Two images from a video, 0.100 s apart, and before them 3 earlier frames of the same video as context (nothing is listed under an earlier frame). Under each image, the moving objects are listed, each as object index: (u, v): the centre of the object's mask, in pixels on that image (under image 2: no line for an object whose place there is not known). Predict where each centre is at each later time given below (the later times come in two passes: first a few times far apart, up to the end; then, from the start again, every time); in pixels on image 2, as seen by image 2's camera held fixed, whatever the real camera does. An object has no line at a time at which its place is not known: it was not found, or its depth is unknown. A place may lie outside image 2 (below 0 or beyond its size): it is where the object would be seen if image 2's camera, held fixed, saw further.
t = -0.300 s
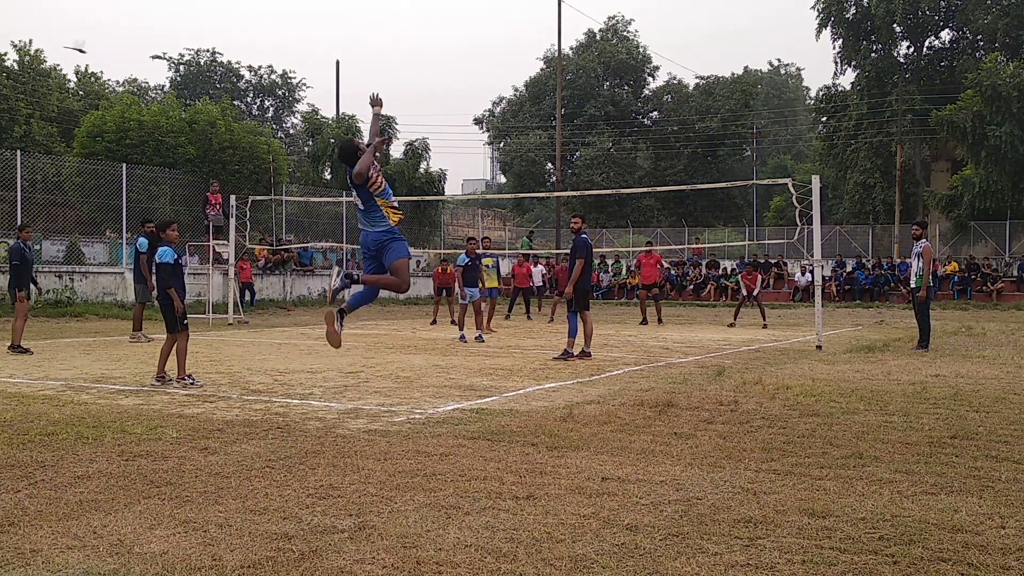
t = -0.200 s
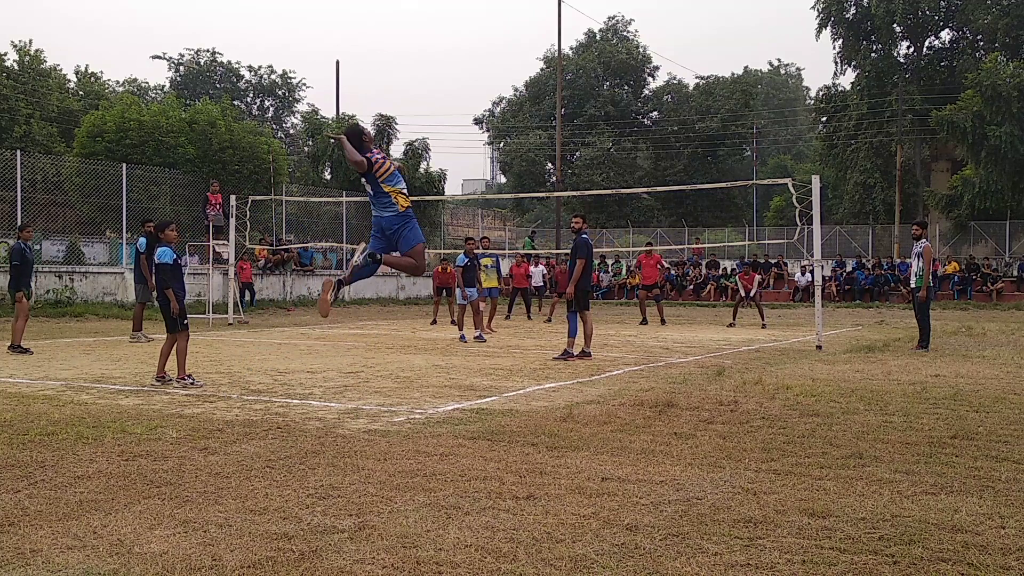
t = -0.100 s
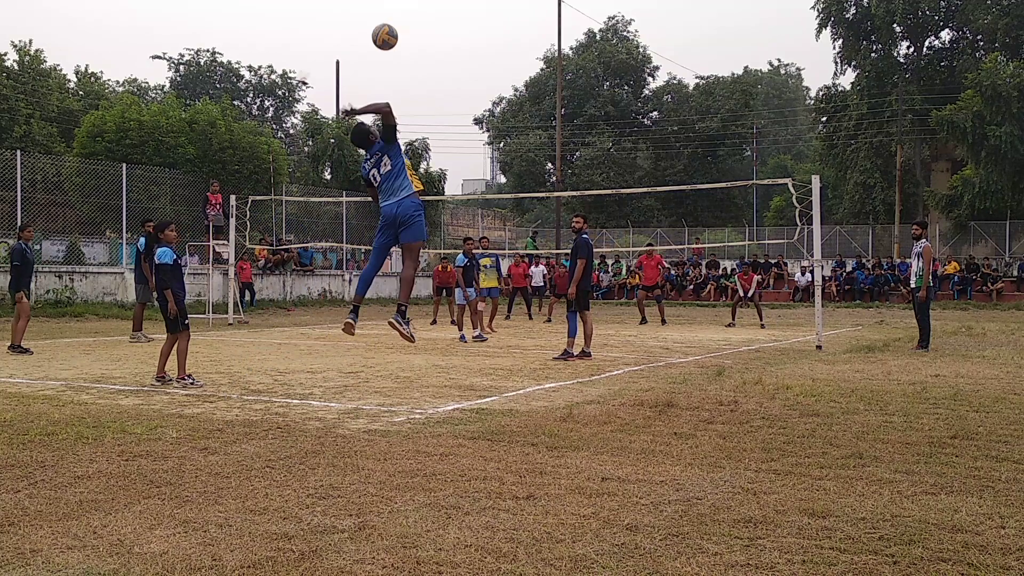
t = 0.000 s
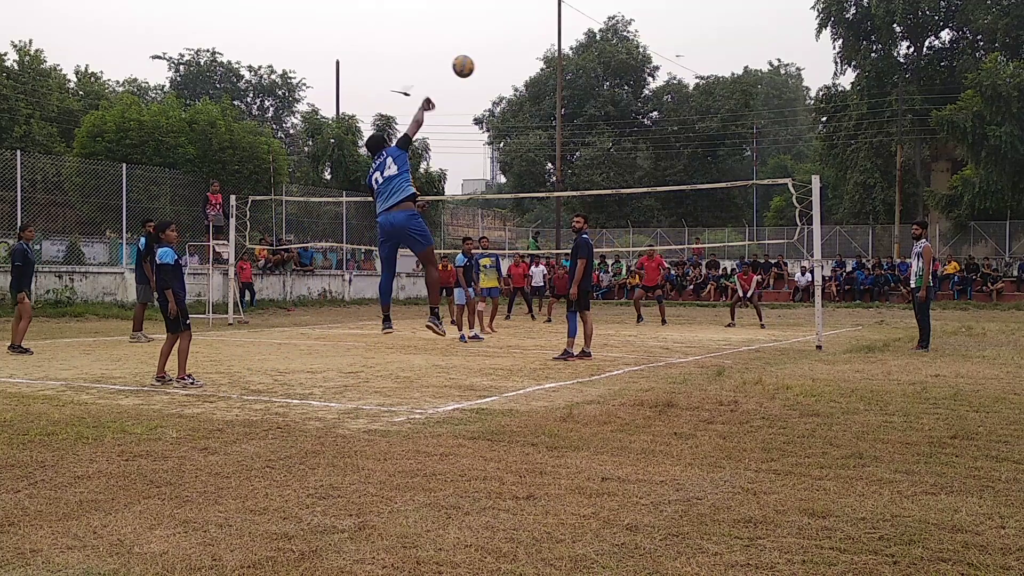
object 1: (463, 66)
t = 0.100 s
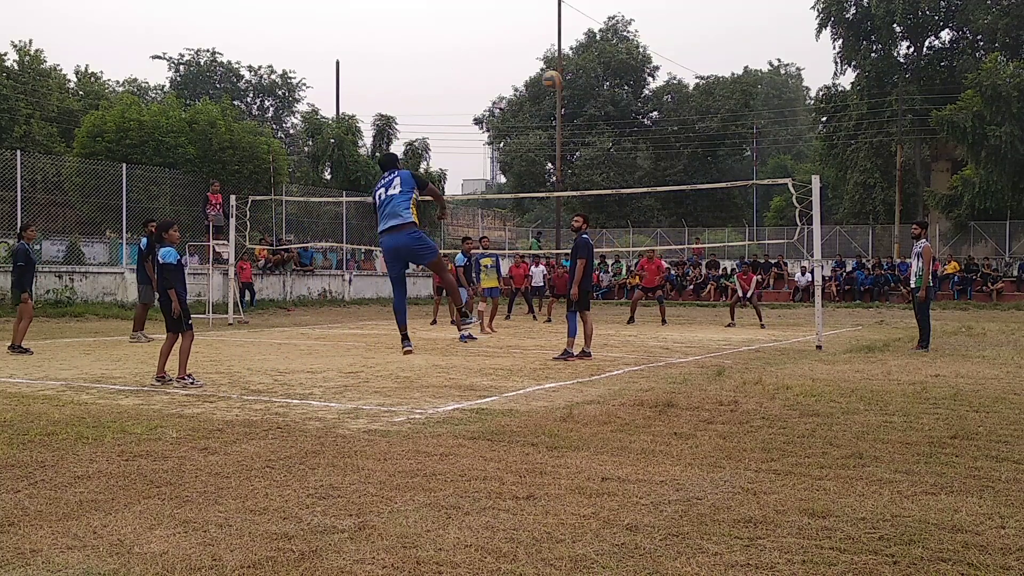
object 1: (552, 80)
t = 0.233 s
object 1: (626, 111)
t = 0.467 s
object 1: (696, 180)
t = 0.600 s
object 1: (720, 225)
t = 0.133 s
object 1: (574, 87)
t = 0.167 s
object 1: (593, 94)
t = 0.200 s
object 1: (610, 102)
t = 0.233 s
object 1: (626, 111)
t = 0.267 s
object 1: (639, 120)
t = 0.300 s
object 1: (652, 130)
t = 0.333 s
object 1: (662, 139)
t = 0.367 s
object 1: (672, 150)
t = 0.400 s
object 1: (681, 160)
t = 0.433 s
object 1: (689, 171)
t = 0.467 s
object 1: (696, 180)
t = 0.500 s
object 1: (703, 193)
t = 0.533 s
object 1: (709, 203)
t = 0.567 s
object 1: (715, 214)
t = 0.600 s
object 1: (720, 225)
